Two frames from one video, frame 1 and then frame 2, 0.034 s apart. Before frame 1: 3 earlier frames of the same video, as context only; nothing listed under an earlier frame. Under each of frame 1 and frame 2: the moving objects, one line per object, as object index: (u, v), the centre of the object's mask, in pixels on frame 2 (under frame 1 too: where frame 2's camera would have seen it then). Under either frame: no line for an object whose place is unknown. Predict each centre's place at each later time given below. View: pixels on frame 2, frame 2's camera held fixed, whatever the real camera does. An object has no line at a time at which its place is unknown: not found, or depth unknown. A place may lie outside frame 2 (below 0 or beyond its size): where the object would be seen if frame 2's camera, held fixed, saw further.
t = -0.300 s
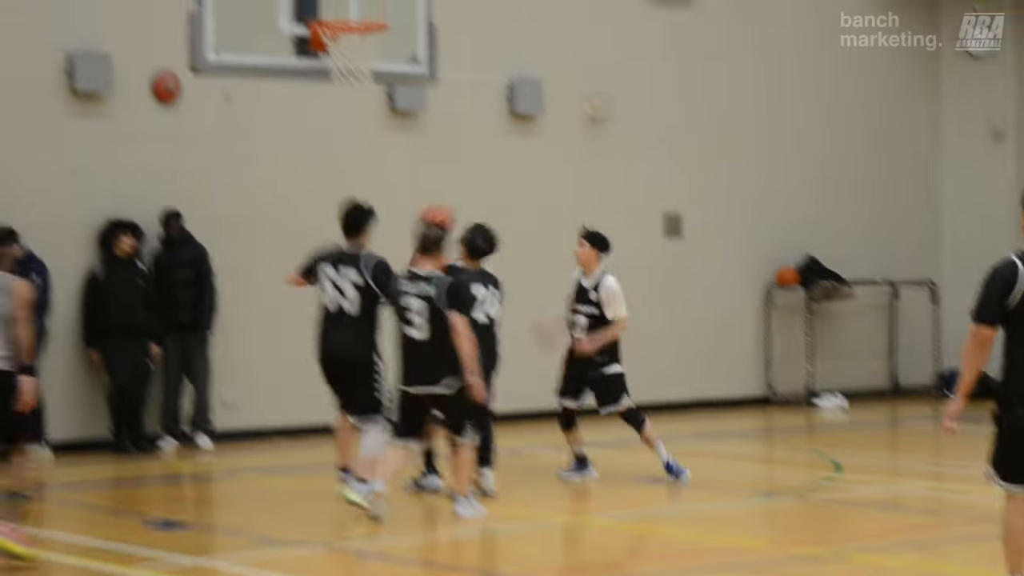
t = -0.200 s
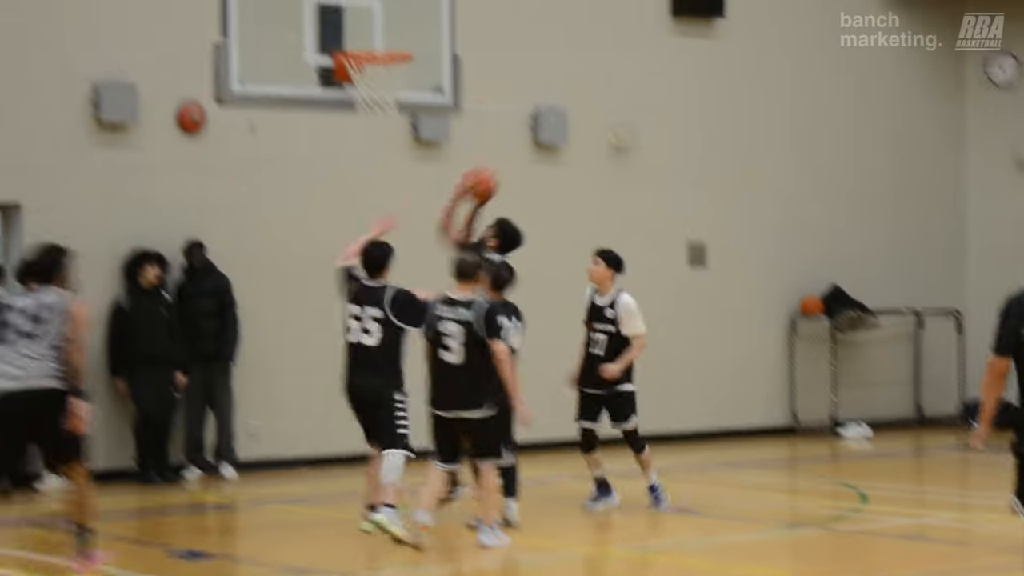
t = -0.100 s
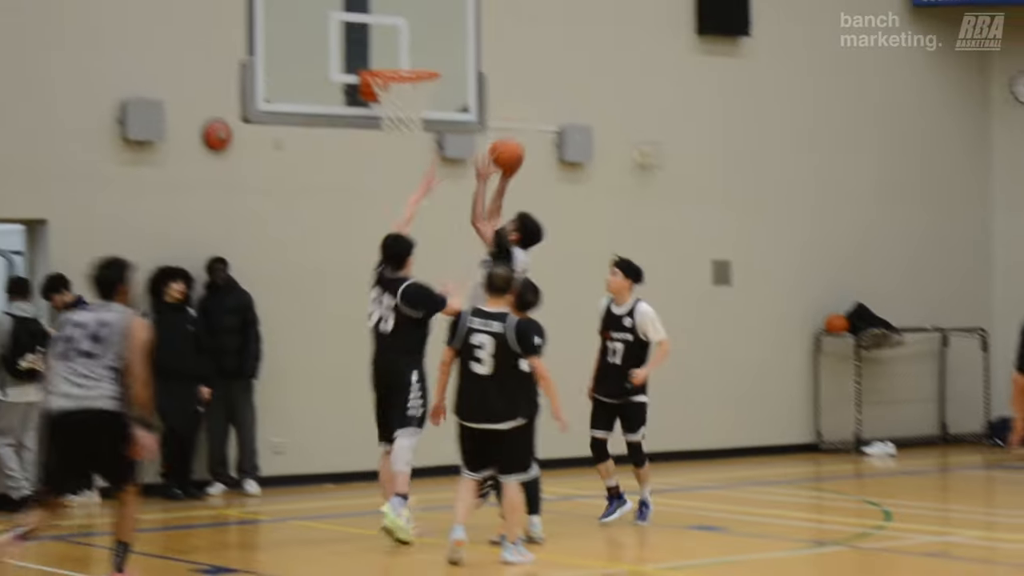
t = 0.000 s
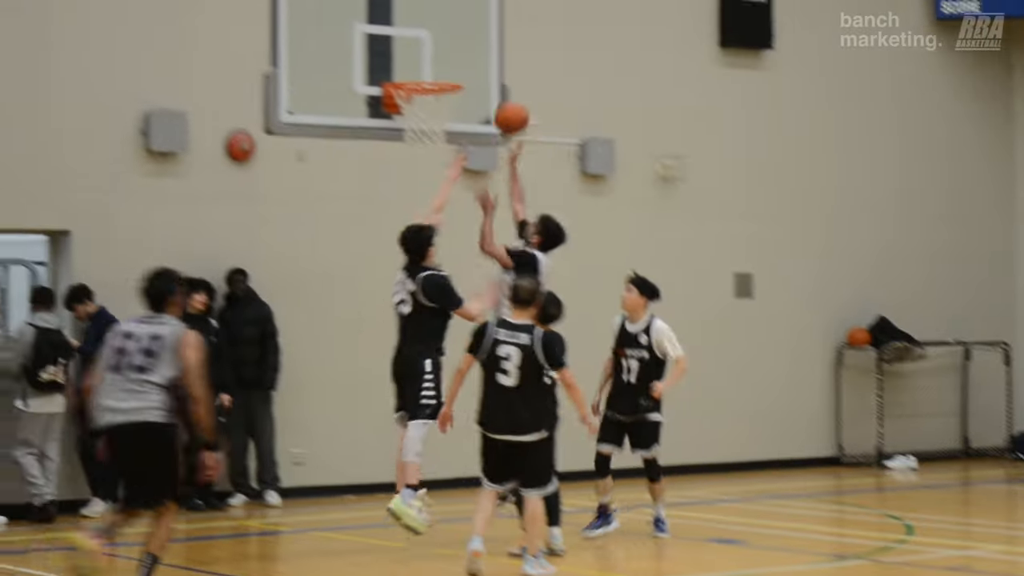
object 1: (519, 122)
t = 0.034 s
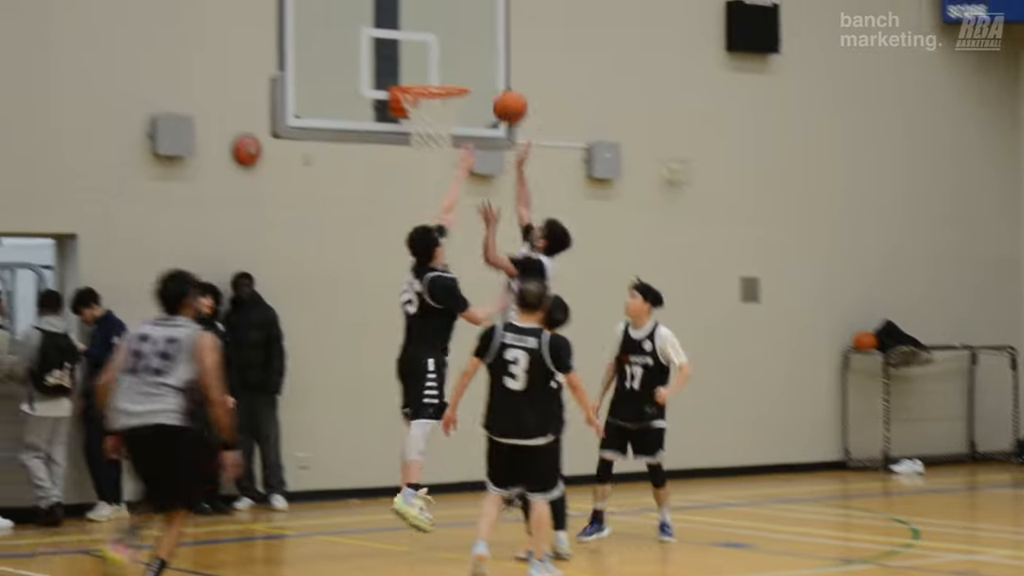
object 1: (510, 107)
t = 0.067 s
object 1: (501, 93)
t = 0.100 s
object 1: (494, 81)
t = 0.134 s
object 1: (485, 71)
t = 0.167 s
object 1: (477, 62)
